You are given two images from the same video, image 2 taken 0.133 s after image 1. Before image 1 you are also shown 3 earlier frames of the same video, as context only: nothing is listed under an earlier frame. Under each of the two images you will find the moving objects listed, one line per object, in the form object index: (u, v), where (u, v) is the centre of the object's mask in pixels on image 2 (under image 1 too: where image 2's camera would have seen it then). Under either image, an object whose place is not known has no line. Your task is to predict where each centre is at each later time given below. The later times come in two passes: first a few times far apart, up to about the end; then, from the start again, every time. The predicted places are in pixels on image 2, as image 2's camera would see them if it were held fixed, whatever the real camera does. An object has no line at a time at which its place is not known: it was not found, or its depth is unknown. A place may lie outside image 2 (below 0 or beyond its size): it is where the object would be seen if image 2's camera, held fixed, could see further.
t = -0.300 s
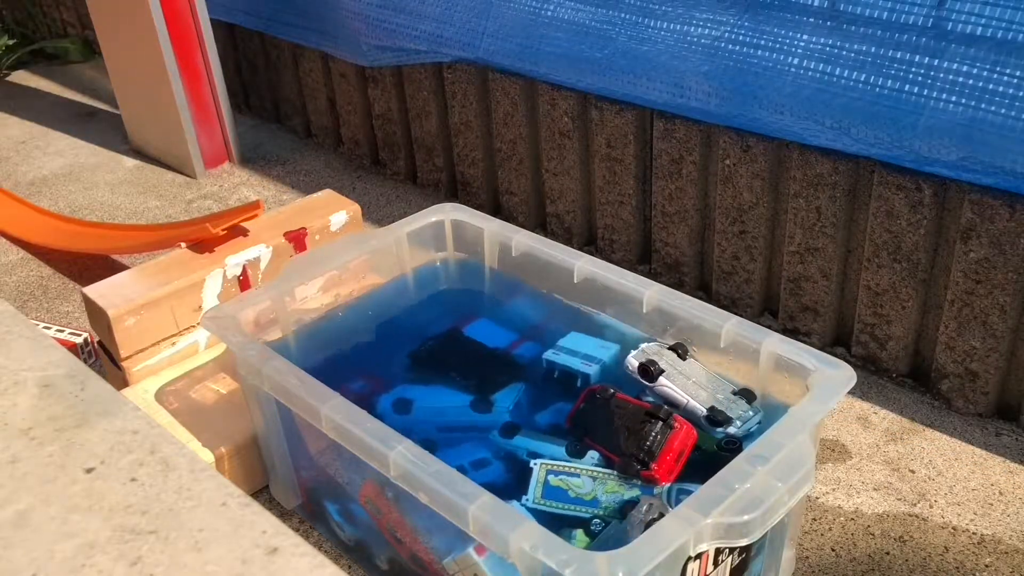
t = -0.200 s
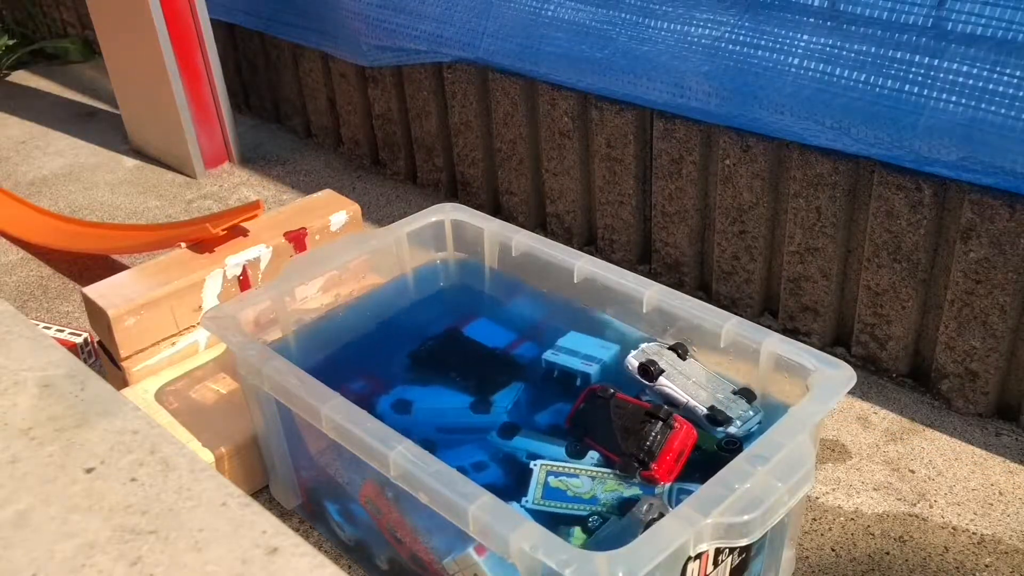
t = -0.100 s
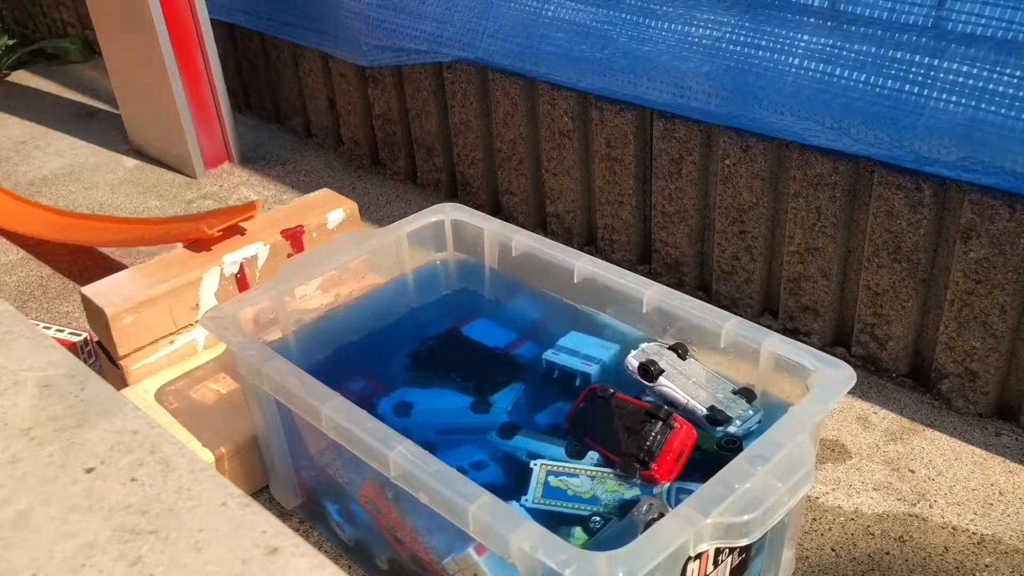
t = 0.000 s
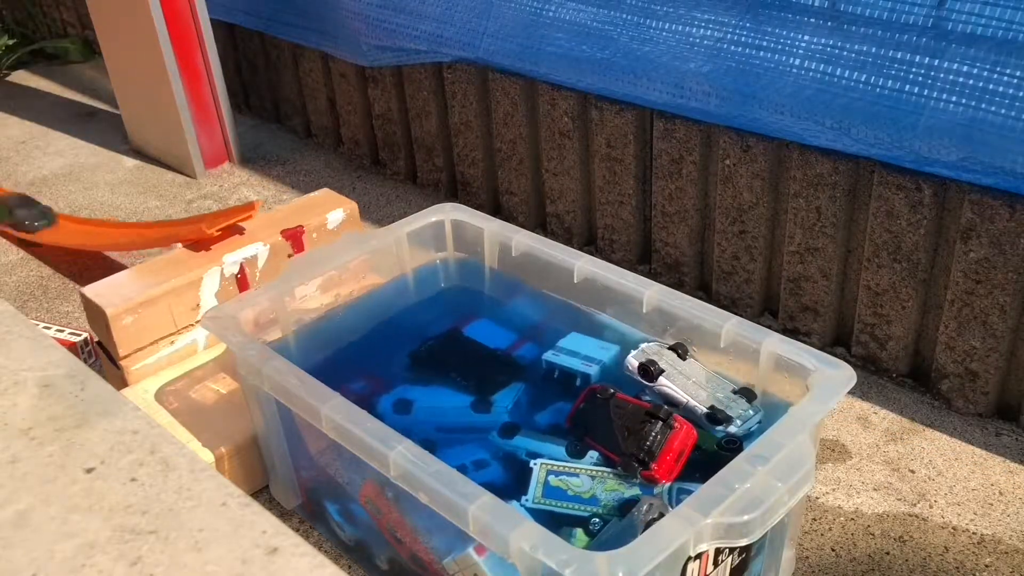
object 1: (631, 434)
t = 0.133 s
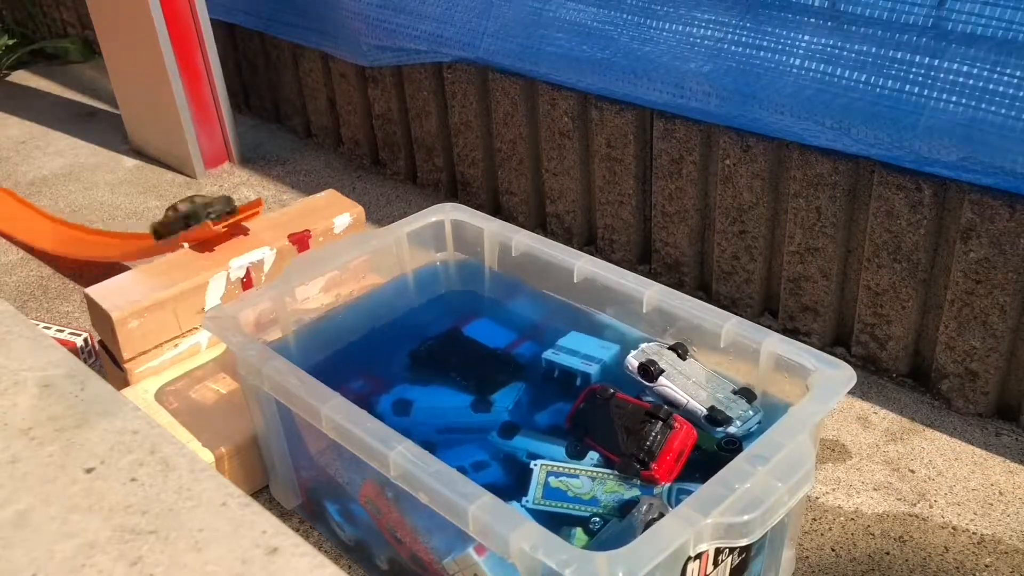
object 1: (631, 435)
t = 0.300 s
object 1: (631, 434)
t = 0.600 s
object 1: (644, 438)
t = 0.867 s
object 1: (644, 437)
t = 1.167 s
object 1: (644, 437)
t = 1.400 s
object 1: (644, 437)
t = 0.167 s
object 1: (631, 435)
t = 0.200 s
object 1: (631, 434)
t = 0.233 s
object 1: (631, 434)
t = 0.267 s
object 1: (631, 434)
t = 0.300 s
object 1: (631, 434)
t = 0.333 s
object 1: (640, 444)
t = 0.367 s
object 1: (637, 441)
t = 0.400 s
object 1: (642, 432)
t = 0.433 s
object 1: (644, 438)
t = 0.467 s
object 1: (645, 438)
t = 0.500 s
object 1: (645, 437)
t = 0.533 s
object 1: (645, 437)
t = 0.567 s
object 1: (645, 437)
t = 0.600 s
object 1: (644, 438)
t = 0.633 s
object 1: (645, 437)
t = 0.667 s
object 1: (644, 437)
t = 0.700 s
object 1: (644, 437)
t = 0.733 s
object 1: (644, 437)
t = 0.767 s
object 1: (644, 437)
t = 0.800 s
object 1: (644, 437)
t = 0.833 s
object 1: (644, 437)
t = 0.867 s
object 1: (644, 437)
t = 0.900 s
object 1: (644, 438)
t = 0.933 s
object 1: (644, 438)
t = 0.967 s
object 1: (644, 438)
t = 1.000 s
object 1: (644, 438)
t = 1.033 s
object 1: (644, 437)
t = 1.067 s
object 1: (644, 437)
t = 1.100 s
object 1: (644, 437)
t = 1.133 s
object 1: (644, 437)
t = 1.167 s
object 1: (644, 437)
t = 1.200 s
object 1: (644, 437)
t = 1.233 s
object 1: (644, 437)
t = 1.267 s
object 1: (644, 437)
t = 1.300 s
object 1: (644, 437)
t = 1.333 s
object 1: (644, 437)
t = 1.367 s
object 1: (644, 437)
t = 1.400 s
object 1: (644, 437)
